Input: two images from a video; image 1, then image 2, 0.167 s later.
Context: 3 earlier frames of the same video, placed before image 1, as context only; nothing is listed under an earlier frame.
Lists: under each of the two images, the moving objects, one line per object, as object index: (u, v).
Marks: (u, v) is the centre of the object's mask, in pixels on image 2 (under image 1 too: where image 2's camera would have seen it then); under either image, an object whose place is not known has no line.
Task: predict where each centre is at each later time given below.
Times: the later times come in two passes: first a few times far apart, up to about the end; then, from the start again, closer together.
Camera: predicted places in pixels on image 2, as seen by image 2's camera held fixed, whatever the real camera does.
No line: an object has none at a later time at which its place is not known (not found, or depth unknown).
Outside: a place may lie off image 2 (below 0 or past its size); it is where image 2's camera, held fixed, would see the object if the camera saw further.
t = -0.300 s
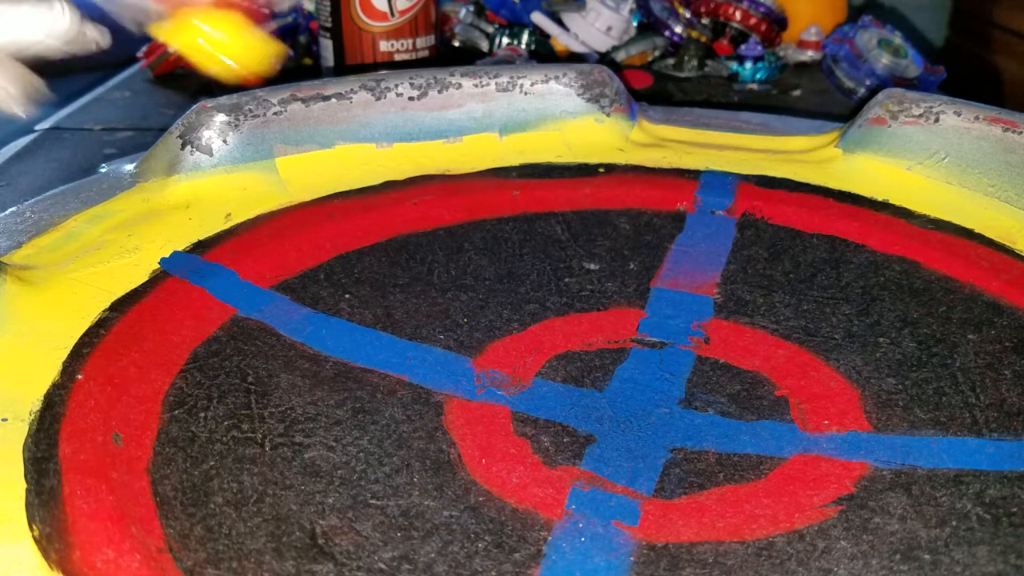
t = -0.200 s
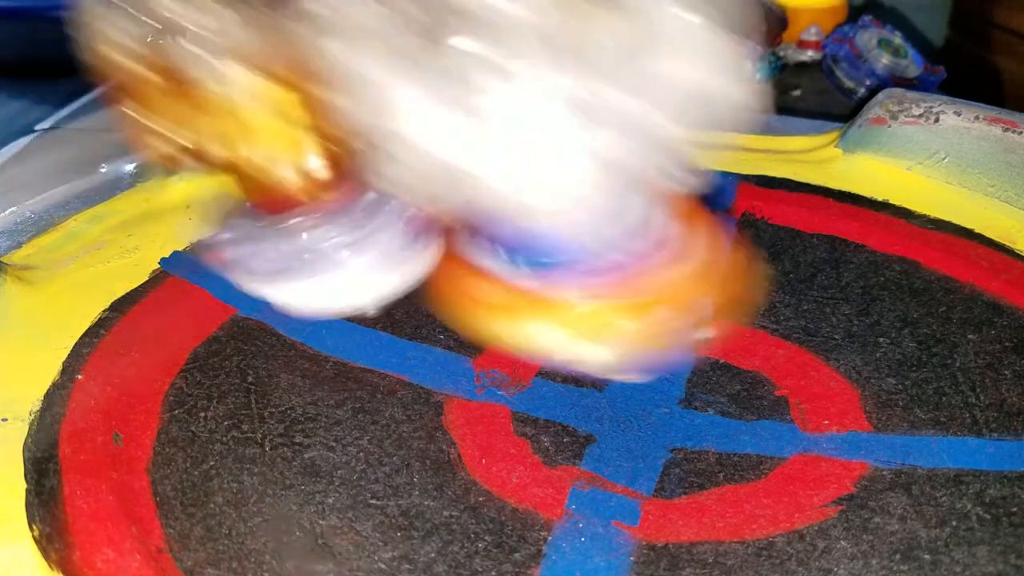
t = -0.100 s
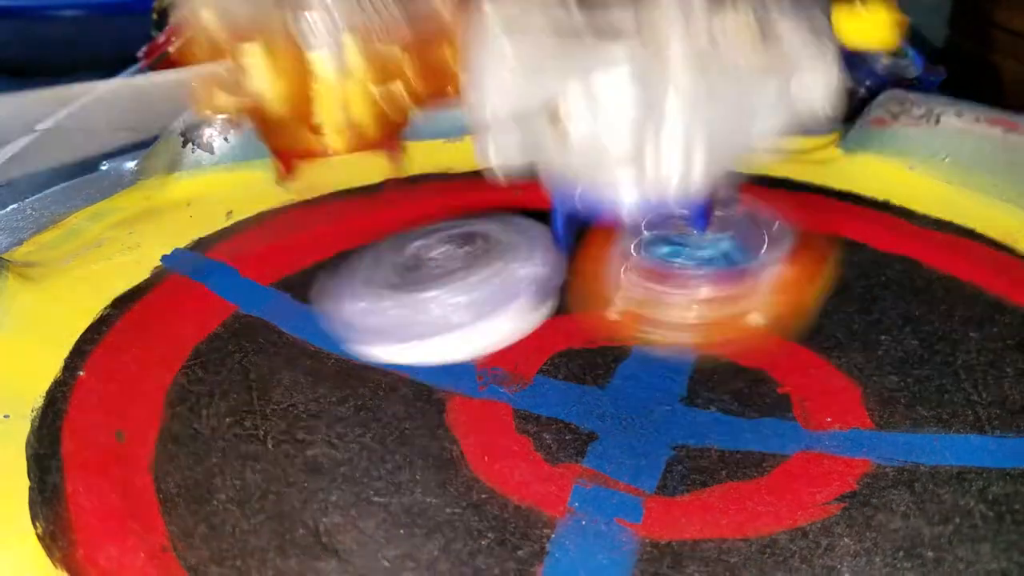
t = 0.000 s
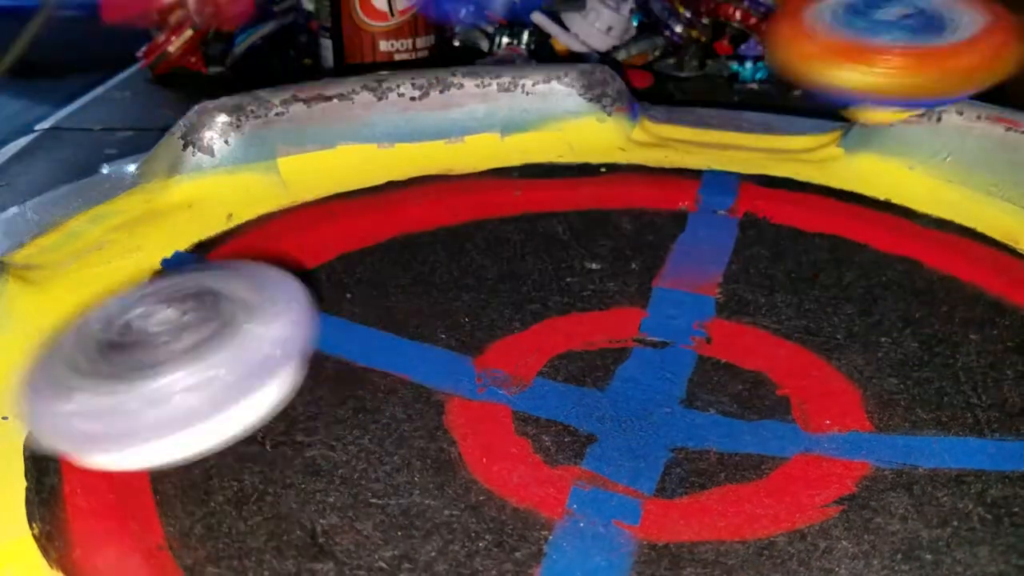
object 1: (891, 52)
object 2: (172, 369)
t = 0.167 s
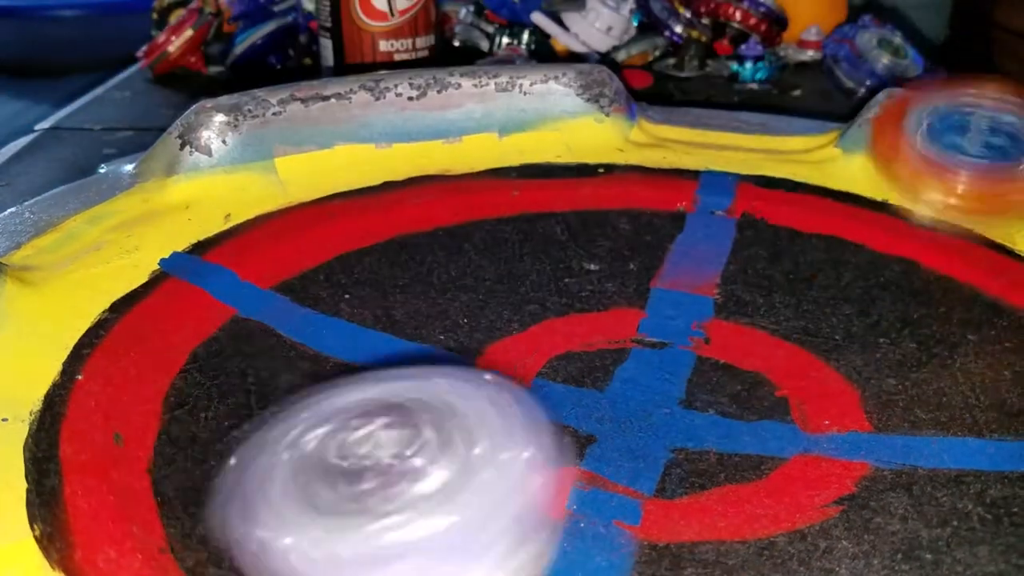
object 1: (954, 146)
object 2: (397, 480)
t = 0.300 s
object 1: (817, 295)
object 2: (899, 467)
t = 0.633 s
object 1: (100, 300)
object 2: (898, 256)
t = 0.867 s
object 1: (148, 217)
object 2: (561, 317)
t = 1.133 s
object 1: (291, 230)
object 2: (640, 532)
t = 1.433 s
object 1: (500, 370)
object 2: (977, 395)
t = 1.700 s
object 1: (397, 468)
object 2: (646, 292)
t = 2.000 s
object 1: (282, 495)
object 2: (338, 268)
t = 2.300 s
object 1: (446, 525)
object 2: (341, 293)
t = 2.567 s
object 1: (547, 516)
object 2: (412, 320)
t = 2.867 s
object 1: (785, 489)
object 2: (532, 311)
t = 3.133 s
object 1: (916, 469)
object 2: (608, 263)
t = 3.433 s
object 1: (949, 461)
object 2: (539, 246)
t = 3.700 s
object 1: (912, 417)
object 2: (612, 273)
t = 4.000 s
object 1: (931, 345)
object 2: (627, 292)
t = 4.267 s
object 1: (862, 331)
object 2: (567, 354)
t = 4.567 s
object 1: (985, 203)
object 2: (203, 422)
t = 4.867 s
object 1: (757, 318)
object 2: (513, 507)
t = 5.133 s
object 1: (531, 289)
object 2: (697, 423)
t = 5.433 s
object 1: (469, 228)
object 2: (622, 349)
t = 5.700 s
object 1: (511, 242)
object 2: (649, 373)
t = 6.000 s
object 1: (460, 242)
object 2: (797, 427)
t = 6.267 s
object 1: (500, 304)
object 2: (825, 361)
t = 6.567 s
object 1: (315, 298)
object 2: (943, 336)
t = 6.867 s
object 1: (465, 339)
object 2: (806, 345)
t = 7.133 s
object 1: (495, 362)
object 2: (752, 372)
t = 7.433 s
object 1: (470, 396)
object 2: (747, 378)
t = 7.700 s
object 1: (446, 398)
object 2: (744, 350)
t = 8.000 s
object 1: (501, 383)
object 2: (712, 322)
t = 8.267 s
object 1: (519, 384)
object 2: (708, 314)
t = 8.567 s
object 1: (523, 388)
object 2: (713, 309)
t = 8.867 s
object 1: (482, 390)
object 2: (752, 306)
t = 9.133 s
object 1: (502, 383)
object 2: (735, 318)
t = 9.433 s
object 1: (515, 391)
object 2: (729, 332)
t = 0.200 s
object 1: (934, 188)
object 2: (537, 484)
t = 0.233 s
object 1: (901, 231)
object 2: (680, 483)
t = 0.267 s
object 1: (863, 269)
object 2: (815, 480)
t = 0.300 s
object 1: (817, 295)
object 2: (899, 467)
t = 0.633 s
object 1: (100, 300)
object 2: (898, 256)
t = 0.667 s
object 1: (106, 287)
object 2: (843, 254)
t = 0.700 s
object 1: (114, 272)
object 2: (788, 254)
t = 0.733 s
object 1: (121, 259)
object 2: (738, 257)
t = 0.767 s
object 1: (129, 246)
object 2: (692, 266)
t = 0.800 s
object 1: (136, 236)
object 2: (649, 278)
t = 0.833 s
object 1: (142, 226)
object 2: (606, 293)
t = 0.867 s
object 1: (148, 217)
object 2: (561, 317)
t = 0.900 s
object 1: (158, 209)
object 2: (519, 348)
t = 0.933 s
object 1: (171, 203)
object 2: (484, 381)
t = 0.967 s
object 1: (182, 198)
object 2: (456, 420)
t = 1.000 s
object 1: (196, 197)
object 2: (445, 462)
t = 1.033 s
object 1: (212, 199)
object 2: (458, 484)
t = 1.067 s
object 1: (228, 203)
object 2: (495, 503)
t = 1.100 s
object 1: (252, 215)
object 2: (556, 518)
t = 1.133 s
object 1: (291, 230)
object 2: (640, 532)
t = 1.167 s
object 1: (329, 243)
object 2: (753, 534)
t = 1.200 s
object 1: (363, 255)
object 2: (842, 532)
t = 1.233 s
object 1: (395, 268)
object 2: (897, 528)
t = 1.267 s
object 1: (419, 279)
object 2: (938, 522)
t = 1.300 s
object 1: (438, 292)
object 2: (967, 512)
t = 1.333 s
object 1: (456, 309)
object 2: (984, 496)
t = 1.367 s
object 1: (474, 330)
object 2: (992, 466)
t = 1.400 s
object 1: (488, 351)
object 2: (988, 427)
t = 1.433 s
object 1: (500, 370)
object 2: (977, 395)
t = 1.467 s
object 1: (506, 389)
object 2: (961, 368)
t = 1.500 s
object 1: (504, 408)
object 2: (940, 346)
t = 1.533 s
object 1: (497, 426)
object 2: (914, 329)
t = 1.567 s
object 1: (482, 441)
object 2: (871, 314)
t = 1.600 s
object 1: (463, 452)
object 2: (814, 304)
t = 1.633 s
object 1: (441, 459)
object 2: (757, 297)
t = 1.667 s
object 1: (416, 465)
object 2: (701, 294)
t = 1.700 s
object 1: (397, 468)
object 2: (646, 292)
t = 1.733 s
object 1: (378, 467)
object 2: (590, 295)
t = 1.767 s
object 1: (362, 463)
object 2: (536, 301)
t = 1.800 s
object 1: (347, 456)
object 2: (483, 310)
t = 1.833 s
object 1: (338, 447)
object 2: (438, 315)
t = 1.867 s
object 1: (321, 464)
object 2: (399, 309)
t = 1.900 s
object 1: (305, 485)
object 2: (379, 296)
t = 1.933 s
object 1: (291, 492)
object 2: (364, 280)
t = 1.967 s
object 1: (284, 495)
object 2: (349, 271)
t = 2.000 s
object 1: (282, 495)
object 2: (338, 268)
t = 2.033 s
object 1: (285, 493)
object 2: (328, 272)
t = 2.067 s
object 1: (291, 489)
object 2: (318, 281)
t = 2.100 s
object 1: (300, 483)
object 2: (311, 294)
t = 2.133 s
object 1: (313, 478)
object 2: (305, 309)
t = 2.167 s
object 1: (327, 473)
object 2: (300, 320)
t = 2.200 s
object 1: (357, 493)
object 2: (304, 324)
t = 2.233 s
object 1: (388, 508)
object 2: (314, 311)
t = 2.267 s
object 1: (420, 518)
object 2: (327, 300)
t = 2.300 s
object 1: (446, 525)
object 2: (341, 293)
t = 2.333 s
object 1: (465, 528)
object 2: (352, 289)
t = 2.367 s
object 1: (478, 529)
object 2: (365, 288)
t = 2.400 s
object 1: (487, 529)
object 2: (375, 290)
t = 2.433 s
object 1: (495, 528)
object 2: (384, 295)
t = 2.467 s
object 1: (502, 526)
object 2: (391, 301)
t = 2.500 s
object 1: (514, 523)
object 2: (398, 308)
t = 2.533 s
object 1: (528, 520)
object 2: (405, 315)
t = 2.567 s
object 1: (547, 516)
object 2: (412, 320)
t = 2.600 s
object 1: (569, 513)
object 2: (422, 326)
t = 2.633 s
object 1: (592, 510)
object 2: (431, 330)
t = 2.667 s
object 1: (617, 507)
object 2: (443, 331)
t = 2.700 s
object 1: (645, 504)
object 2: (456, 330)
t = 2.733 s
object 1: (676, 501)
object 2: (470, 327)
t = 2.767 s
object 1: (707, 497)
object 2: (483, 323)
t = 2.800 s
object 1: (733, 495)
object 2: (499, 319)
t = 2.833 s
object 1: (758, 492)
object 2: (515, 316)
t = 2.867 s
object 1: (785, 489)
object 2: (532, 311)
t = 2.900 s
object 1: (809, 486)
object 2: (553, 305)
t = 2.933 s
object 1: (834, 483)
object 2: (567, 297)
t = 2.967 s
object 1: (854, 480)
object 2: (579, 291)
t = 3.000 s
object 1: (869, 478)
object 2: (587, 284)
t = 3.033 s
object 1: (883, 476)
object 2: (594, 280)
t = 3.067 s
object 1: (894, 474)
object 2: (598, 274)
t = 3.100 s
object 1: (906, 471)
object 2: (605, 269)
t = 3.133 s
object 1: (916, 469)
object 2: (608, 263)
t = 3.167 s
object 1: (925, 467)
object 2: (607, 258)
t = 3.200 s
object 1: (933, 464)
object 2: (605, 253)
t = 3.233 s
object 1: (937, 463)
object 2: (601, 248)
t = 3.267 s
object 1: (941, 463)
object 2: (592, 245)
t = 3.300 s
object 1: (945, 462)
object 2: (580, 242)
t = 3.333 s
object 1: (947, 462)
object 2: (565, 241)
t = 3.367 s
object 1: (949, 463)
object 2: (553, 242)
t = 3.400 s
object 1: (949, 462)
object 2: (543, 244)
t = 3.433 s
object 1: (949, 461)
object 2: (539, 246)
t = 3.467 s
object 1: (947, 459)
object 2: (543, 248)
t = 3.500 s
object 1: (944, 456)
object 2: (554, 251)
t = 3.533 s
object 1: (938, 451)
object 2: (570, 255)
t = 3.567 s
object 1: (932, 446)
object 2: (586, 259)
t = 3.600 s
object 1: (926, 440)
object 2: (599, 261)
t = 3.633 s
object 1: (921, 433)
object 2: (609, 264)
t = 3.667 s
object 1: (915, 425)
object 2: (610, 269)
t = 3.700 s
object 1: (912, 417)
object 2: (612, 273)
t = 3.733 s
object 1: (909, 406)
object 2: (620, 279)
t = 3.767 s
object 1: (904, 392)
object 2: (632, 286)
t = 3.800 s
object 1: (899, 378)
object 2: (648, 295)
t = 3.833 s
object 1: (897, 365)
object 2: (670, 304)
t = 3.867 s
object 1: (919, 361)
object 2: (663, 302)
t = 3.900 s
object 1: (932, 356)
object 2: (650, 297)
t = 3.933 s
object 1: (936, 352)
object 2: (640, 294)
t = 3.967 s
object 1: (936, 349)
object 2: (631, 292)
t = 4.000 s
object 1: (931, 345)
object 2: (627, 292)
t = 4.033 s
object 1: (923, 343)
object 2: (628, 295)
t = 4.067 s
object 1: (913, 340)
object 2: (632, 300)
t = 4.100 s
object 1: (902, 340)
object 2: (635, 307)
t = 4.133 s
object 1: (889, 340)
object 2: (633, 318)
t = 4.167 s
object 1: (885, 338)
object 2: (617, 329)
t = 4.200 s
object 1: (882, 335)
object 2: (592, 336)
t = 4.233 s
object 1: (873, 333)
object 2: (576, 343)
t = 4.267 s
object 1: (862, 331)
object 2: (567, 354)
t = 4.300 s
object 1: (850, 329)
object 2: (564, 363)
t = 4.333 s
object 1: (839, 326)
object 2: (567, 367)
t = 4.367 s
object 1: (827, 323)
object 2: (579, 371)
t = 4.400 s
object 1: (818, 319)
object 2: (595, 375)
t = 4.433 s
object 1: (864, 297)
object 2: (525, 383)
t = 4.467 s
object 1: (924, 266)
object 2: (424, 402)
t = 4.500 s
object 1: (956, 237)
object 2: (336, 408)
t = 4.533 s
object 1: (975, 212)
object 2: (263, 414)
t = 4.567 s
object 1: (985, 203)
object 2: (203, 422)
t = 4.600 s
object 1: (979, 199)
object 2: (169, 434)
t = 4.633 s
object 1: (967, 218)
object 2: (166, 452)
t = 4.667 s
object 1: (951, 239)
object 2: (200, 471)
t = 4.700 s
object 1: (933, 259)
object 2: (243, 483)
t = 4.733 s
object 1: (911, 276)
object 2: (290, 492)
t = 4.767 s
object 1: (878, 292)
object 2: (344, 500)
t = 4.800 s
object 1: (839, 304)
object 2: (399, 505)
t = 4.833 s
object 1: (799, 312)
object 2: (459, 508)
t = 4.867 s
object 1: (757, 318)
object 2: (513, 507)
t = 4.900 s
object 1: (715, 319)
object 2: (559, 503)
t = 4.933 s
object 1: (675, 318)
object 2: (594, 497)
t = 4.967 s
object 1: (638, 315)
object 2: (622, 490)
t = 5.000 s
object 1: (608, 311)
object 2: (645, 481)
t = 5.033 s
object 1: (583, 305)
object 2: (663, 468)
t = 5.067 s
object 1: (566, 299)
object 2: (678, 452)
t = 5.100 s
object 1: (547, 294)
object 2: (690, 437)
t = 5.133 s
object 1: (531, 289)
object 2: (697, 423)
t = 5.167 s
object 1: (520, 285)
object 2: (701, 411)
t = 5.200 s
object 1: (515, 279)
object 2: (696, 400)
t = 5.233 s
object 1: (507, 272)
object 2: (684, 391)
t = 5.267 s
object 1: (498, 265)
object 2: (664, 379)
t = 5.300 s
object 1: (487, 258)
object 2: (648, 367)
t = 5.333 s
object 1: (480, 251)
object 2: (631, 353)
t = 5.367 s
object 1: (472, 241)
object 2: (628, 352)
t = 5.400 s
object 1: (468, 233)
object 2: (625, 350)
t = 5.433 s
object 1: (469, 228)
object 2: (622, 349)
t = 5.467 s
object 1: (475, 227)
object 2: (619, 349)
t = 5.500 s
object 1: (484, 227)
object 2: (616, 350)
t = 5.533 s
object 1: (492, 228)
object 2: (614, 351)
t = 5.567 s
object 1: (499, 231)
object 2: (612, 352)
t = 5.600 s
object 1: (507, 234)
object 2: (611, 353)
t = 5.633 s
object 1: (512, 238)
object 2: (619, 358)
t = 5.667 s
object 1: (511, 240)
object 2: (636, 367)
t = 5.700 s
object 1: (511, 242)
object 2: (649, 373)
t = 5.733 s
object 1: (511, 245)
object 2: (658, 377)
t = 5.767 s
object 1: (512, 249)
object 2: (661, 379)
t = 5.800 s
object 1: (513, 253)
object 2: (661, 378)
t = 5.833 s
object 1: (514, 258)
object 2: (658, 375)
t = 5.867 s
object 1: (512, 264)
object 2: (661, 378)
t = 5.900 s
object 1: (499, 254)
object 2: (697, 397)
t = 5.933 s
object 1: (479, 244)
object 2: (736, 414)
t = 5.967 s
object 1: (467, 240)
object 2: (770, 424)
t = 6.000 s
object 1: (460, 242)
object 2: (797, 427)
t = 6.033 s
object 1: (456, 246)
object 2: (817, 424)
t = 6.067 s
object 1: (456, 253)
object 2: (833, 415)
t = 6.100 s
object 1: (458, 260)
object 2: (850, 404)
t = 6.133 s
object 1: (462, 269)
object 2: (858, 393)
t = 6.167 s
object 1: (469, 278)
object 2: (859, 383)
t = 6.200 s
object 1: (478, 287)
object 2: (852, 374)
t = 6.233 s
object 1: (489, 296)
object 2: (840, 368)
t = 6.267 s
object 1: (500, 304)
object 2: (825, 361)
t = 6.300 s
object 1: (511, 312)
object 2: (808, 355)
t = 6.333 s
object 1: (520, 319)
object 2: (788, 351)
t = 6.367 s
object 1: (526, 325)
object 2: (769, 346)
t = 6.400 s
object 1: (472, 313)
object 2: (835, 345)
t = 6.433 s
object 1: (410, 306)
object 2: (894, 342)
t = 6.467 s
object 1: (363, 299)
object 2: (922, 339)
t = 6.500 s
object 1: (334, 295)
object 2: (936, 336)
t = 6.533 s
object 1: (319, 295)
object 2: (943, 335)
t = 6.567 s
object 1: (315, 298)
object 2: (943, 336)
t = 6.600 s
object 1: (321, 302)
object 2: (938, 337)
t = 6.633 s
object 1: (334, 307)
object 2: (931, 340)
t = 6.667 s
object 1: (350, 313)
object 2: (920, 340)
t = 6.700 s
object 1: (369, 318)
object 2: (907, 341)
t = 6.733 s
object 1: (390, 323)
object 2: (890, 342)
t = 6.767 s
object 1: (412, 328)
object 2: (869, 343)
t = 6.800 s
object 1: (432, 331)
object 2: (846, 343)
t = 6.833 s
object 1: (450, 335)
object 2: (823, 344)
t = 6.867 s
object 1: (465, 339)
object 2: (806, 345)
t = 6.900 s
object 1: (479, 343)
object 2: (790, 346)
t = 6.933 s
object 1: (492, 347)
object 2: (777, 350)
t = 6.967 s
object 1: (504, 351)
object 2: (764, 354)
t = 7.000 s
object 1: (508, 353)
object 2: (759, 356)
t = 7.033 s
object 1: (503, 354)
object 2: (765, 360)
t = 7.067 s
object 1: (497, 357)
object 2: (762, 364)
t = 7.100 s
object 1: (497, 360)
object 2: (757, 369)
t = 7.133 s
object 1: (495, 362)
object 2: (752, 372)
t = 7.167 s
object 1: (492, 365)
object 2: (752, 375)
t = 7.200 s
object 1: (489, 369)
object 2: (751, 378)
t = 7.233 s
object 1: (486, 372)
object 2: (753, 381)
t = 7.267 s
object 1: (483, 377)
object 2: (756, 384)
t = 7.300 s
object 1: (461, 383)
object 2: (773, 381)
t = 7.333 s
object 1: (454, 386)
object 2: (776, 379)
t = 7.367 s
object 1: (455, 390)
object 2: (769, 379)
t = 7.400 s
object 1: (461, 393)
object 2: (760, 378)
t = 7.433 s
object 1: (470, 396)
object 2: (747, 378)
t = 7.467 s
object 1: (478, 398)
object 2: (734, 378)
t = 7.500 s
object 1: (470, 399)
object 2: (735, 375)
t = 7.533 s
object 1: (464, 399)
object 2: (738, 373)
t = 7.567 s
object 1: (465, 399)
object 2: (733, 371)
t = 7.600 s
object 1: (471, 399)
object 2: (726, 369)
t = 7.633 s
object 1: (477, 399)
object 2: (718, 367)
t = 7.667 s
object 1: (457, 398)
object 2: (733, 358)
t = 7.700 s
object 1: (446, 398)
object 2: (744, 350)
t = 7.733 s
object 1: (444, 397)
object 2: (746, 344)
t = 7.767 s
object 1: (446, 396)
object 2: (745, 340)
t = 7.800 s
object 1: (453, 394)
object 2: (741, 338)
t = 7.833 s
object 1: (462, 393)
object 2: (739, 336)
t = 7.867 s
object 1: (475, 391)
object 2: (734, 334)
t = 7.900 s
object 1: (485, 389)
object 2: (726, 332)
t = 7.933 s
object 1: (498, 387)
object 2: (715, 330)
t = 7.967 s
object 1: (502, 385)
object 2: (711, 326)
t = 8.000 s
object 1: (501, 383)
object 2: (712, 322)
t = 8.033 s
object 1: (504, 382)
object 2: (711, 320)
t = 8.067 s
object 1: (508, 381)
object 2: (709, 320)
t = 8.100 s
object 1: (500, 384)
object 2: (713, 316)
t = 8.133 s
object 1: (497, 386)
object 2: (717, 314)
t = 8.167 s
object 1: (501, 386)
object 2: (716, 313)
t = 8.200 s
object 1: (506, 385)
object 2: (714, 314)
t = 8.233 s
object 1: (515, 384)
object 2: (709, 314)
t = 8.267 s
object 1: (519, 384)
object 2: (708, 314)
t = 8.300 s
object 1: (519, 386)
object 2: (709, 311)
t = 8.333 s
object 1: (523, 385)
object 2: (711, 311)
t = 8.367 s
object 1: (528, 385)
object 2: (710, 311)
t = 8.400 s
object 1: (528, 385)
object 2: (712, 310)
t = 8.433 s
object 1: (529, 384)
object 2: (713, 311)
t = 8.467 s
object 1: (524, 385)
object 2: (715, 309)
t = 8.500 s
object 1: (520, 387)
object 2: (717, 308)
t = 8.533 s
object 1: (520, 389)
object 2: (715, 308)
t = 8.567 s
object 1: (523, 388)
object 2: (713, 309)
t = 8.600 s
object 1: (527, 388)
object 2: (709, 310)
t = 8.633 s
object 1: (523, 389)
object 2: (712, 311)
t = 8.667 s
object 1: (514, 389)
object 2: (718, 312)
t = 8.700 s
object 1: (510, 388)
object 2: (722, 312)
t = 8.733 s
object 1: (512, 387)
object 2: (721, 314)
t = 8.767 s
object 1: (515, 385)
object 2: (719, 316)
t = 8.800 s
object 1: (519, 384)
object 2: (718, 319)
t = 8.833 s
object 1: (500, 387)
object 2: (734, 314)
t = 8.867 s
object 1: (482, 390)
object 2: (752, 306)
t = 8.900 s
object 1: (473, 392)
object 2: (764, 303)
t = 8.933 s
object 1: (471, 392)
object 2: (768, 302)
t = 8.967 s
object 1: (472, 392)
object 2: (767, 302)
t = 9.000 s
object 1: (478, 391)
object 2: (761, 303)
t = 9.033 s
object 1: (484, 389)
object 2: (754, 306)
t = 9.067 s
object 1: (489, 387)
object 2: (749, 309)
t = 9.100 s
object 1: (496, 384)
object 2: (742, 313)
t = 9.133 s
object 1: (502, 383)
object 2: (735, 318)
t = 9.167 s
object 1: (508, 381)
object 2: (728, 324)
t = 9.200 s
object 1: (511, 382)
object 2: (726, 327)
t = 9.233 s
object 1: (505, 384)
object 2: (730, 327)
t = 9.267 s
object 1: (504, 387)
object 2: (730, 329)
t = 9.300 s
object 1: (509, 388)
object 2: (727, 331)
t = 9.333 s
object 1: (511, 389)
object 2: (727, 332)
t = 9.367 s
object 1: (510, 390)
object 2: (729, 332)
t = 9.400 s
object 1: (512, 390)
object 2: (728, 332)
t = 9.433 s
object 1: (515, 391)
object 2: (729, 332)
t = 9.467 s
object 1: (516, 391)
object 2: (728, 332)
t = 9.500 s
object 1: (517, 392)
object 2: (729, 331)
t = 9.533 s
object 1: (522, 391)
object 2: (730, 331)
